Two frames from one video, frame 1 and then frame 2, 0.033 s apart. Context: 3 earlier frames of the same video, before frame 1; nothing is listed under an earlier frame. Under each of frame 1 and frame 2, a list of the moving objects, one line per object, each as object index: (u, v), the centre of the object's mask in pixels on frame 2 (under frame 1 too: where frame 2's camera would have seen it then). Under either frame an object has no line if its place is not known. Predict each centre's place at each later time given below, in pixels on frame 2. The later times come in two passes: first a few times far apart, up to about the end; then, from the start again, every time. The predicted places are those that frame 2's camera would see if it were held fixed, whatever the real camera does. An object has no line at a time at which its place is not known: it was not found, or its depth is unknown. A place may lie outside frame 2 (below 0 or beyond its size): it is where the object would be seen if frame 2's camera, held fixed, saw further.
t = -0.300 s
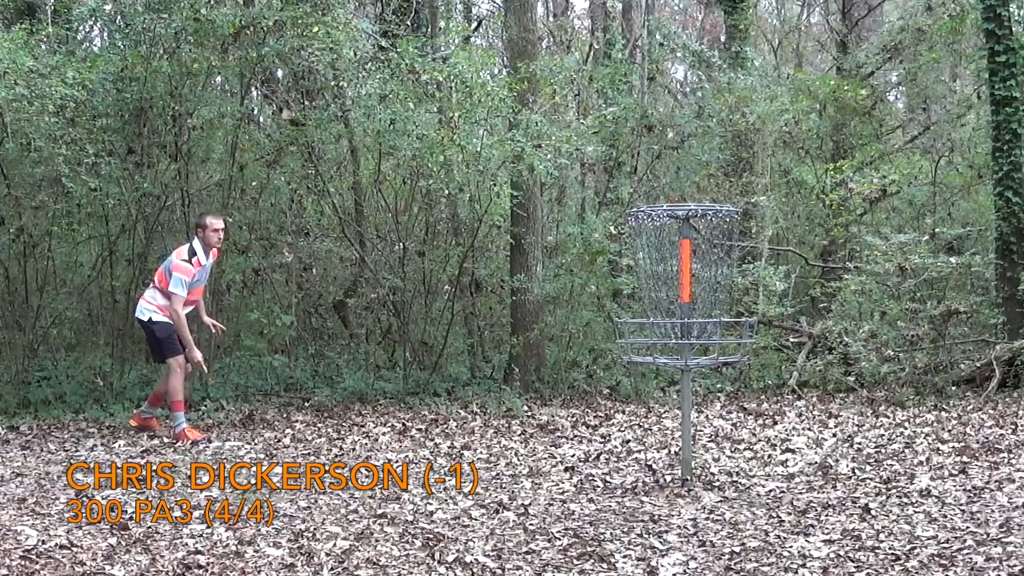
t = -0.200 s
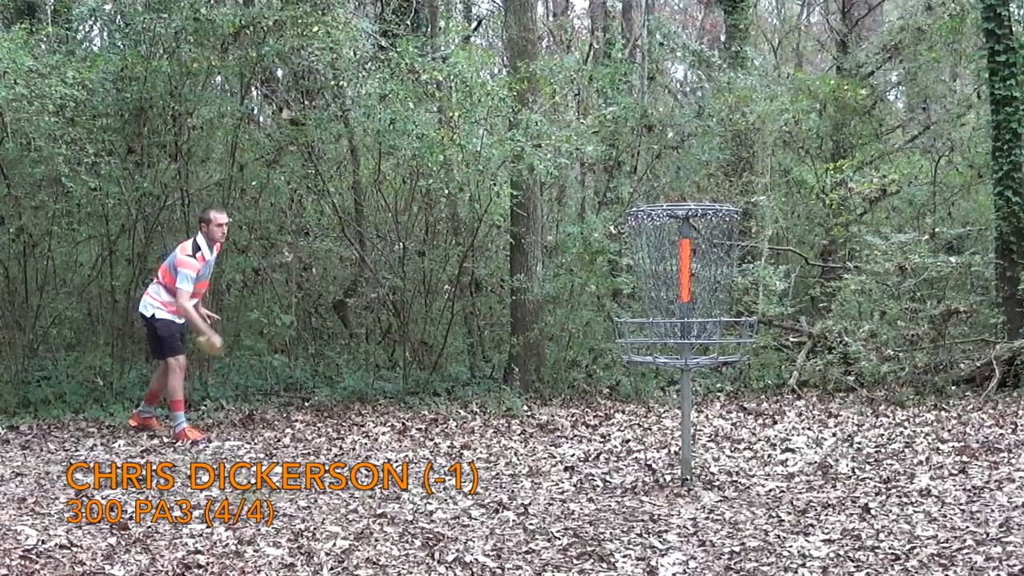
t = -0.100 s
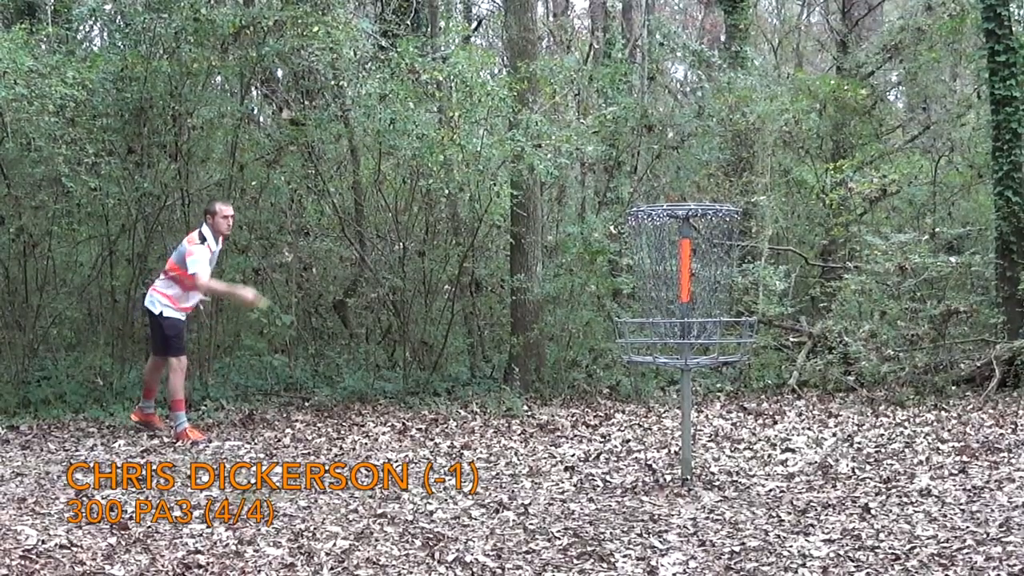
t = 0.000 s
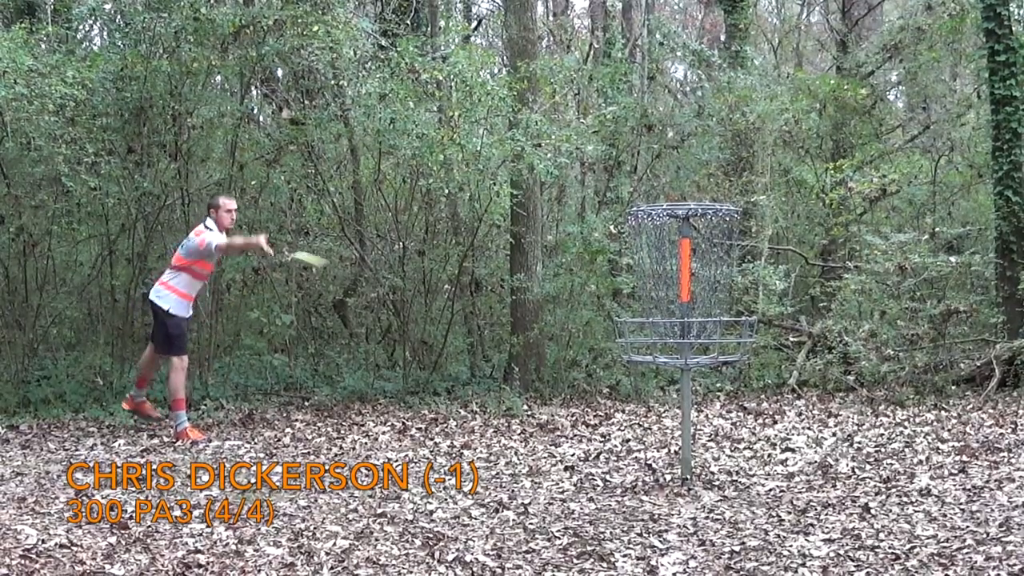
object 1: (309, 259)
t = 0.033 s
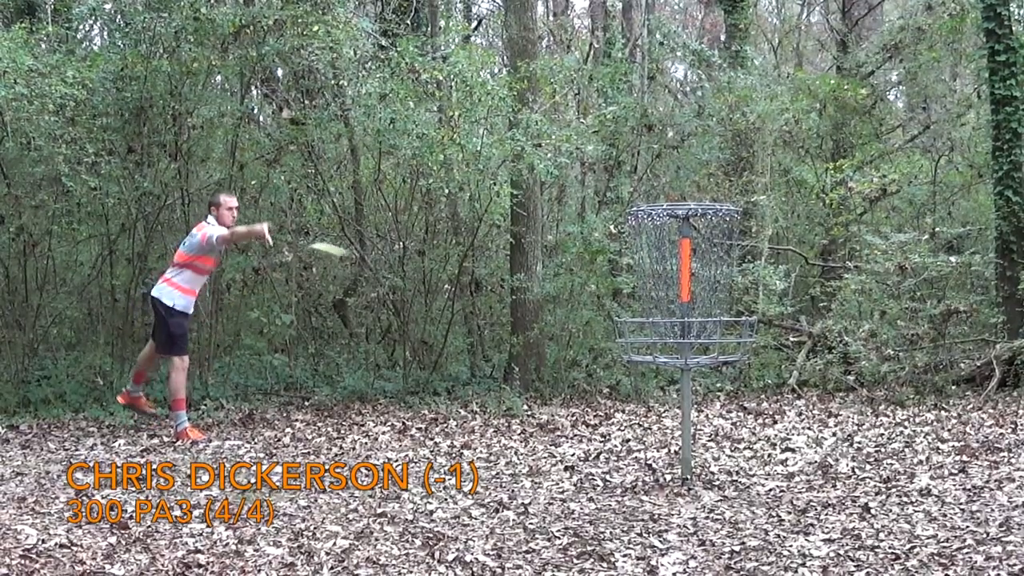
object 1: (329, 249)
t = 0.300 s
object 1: (498, 240)
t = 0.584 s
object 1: (667, 331)
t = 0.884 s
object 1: (649, 354)
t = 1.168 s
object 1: (650, 355)
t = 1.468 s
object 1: (650, 355)
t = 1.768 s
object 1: (650, 355)
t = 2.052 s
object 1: (650, 355)
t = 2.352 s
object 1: (650, 355)
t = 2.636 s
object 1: (650, 355)
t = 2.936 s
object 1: (651, 355)
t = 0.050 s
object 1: (337, 244)
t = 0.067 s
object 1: (348, 241)
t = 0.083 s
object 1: (358, 237)
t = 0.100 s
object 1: (367, 235)
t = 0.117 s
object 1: (377, 232)
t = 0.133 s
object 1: (388, 231)
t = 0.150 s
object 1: (397, 230)
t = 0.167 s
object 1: (408, 229)
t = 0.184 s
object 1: (417, 227)
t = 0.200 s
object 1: (429, 228)
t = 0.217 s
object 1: (440, 229)
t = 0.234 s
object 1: (452, 230)
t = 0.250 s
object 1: (462, 232)
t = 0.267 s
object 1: (473, 233)
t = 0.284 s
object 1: (486, 236)
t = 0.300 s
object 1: (498, 240)
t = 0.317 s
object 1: (509, 243)
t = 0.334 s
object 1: (522, 248)
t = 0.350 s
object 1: (534, 251)
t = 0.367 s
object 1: (545, 256)
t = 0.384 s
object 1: (559, 262)
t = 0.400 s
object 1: (571, 267)
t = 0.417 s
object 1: (584, 274)
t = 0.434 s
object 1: (598, 281)
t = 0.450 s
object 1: (611, 289)
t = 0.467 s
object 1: (622, 296)
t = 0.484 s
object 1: (634, 302)
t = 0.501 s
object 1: (645, 309)
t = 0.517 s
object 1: (659, 311)
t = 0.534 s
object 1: (664, 311)
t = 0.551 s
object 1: (665, 324)
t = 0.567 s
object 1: (667, 327)
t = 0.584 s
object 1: (667, 331)
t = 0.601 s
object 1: (667, 335)
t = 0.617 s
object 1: (667, 338)
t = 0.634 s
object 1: (666, 343)
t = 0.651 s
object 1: (665, 343)
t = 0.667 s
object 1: (662, 343)
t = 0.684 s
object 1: (660, 346)
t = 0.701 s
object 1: (658, 349)
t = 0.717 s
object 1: (657, 351)
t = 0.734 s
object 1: (655, 351)
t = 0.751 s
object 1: (654, 351)
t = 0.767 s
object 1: (653, 352)
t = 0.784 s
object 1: (651, 353)
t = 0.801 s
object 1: (651, 353)
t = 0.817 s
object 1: (648, 354)
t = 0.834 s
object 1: (648, 354)
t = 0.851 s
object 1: (648, 354)
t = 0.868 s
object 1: (649, 354)
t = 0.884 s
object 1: (649, 354)
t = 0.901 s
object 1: (649, 354)
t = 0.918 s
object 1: (649, 355)
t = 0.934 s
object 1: (650, 355)
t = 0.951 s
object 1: (649, 355)
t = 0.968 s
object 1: (649, 355)
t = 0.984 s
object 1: (650, 355)
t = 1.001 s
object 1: (650, 355)
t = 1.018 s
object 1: (650, 355)
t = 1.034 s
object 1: (649, 355)
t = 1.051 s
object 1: (650, 355)
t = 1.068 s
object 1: (650, 355)
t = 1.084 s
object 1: (650, 355)
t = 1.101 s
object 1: (650, 355)
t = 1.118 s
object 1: (650, 355)
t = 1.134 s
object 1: (650, 355)
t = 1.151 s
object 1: (650, 355)
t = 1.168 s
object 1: (650, 355)
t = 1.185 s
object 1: (650, 355)
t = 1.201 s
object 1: (650, 355)
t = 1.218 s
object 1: (650, 355)
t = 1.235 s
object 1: (650, 355)
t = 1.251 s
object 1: (650, 355)
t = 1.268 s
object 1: (650, 355)
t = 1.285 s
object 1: (650, 355)
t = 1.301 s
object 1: (650, 355)
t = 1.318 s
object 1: (650, 355)
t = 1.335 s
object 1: (650, 355)
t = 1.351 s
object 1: (650, 355)
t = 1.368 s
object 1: (650, 356)
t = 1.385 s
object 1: (650, 355)
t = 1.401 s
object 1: (650, 355)
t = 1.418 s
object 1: (650, 355)
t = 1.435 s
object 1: (650, 355)
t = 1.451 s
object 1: (650, 355)
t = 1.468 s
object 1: (650, 355)
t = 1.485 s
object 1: (650, 355)
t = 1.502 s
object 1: (650, 355)
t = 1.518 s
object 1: (650, 355)
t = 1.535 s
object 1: (650, 355)
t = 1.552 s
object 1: (650, 355)
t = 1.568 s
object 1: (650, 355)
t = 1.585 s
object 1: (650, 355)
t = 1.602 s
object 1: (650, 355)
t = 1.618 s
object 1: (650, 355)
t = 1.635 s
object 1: (650, 355)
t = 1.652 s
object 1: (650, 355)
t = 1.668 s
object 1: (650, 355)
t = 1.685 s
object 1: (650, 355)
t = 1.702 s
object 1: (650, 355)
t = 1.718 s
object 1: (650, 355)
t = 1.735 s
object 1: (650, 355)
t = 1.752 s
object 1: (650, 355)
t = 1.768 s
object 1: (650, 355)
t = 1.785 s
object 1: (650, 355)
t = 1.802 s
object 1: (650, 355)
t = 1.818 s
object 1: (650, 355)
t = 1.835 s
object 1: (650, 355)
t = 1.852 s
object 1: (650, 355)
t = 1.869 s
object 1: (650, 355)
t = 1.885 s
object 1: (650, 355)
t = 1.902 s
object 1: (650, 355)
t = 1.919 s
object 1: (650, 355)
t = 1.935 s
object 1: (650, 355)
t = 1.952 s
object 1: (650, 355)
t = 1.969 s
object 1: (650, 355)
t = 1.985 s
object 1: (650, 355)
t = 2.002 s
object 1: (650, 355)
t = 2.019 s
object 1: (650, 355)
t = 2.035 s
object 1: (650, 356)
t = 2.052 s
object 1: (650, 355)
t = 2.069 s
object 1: (650, 355)
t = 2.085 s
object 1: (650, 355)
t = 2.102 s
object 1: (650, 356)
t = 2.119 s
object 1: (650, 355)
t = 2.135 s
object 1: (650, 356)
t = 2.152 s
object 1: (650, 356)
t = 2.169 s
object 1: (650, 356)
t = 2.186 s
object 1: (650, 356)
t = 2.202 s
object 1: (650, 355)
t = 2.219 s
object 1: (650, 355)
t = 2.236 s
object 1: (650, 355)
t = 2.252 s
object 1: (650, 355)
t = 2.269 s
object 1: (650, 355)
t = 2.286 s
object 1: (650, 355)
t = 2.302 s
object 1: (650, 355)
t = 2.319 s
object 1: (650, 355)
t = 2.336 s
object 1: (650, 355)
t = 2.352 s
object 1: (650, 355)
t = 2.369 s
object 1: (650, 355)
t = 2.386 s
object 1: (650, 355)
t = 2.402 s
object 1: (650, 355)
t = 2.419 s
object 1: (650, 355)
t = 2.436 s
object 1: (650, 355)
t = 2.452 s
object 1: (650, 355)
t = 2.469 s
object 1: (650, 355)
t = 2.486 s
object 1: (650, 355)
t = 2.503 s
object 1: (650, 355)
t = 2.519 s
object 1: (650, 355)
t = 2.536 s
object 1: (650, 355)
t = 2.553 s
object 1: (650, 355)
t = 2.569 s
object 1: (650, 355)
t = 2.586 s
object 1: (650, 355)
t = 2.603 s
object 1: (650, 355)
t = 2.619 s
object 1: (650, 355)
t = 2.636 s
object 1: (650, 355)
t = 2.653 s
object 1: (650, 355)
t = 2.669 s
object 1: (650, 355)
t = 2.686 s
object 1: (650, 355)
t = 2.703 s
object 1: (650, 355)
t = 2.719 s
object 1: (650, 355)
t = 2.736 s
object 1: (650, 355)
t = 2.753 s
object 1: (650, 355)
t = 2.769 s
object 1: (650, 355)
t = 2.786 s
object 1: (650, 355)
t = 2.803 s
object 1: (650, 355)
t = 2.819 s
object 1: (650, 355)
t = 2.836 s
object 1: (650, 355)
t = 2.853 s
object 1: (650, 355)
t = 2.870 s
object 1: (650, 355)
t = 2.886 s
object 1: (650, 355)
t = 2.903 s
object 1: (650, 355)
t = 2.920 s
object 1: (651, 355)
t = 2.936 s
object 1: (651, 355)
